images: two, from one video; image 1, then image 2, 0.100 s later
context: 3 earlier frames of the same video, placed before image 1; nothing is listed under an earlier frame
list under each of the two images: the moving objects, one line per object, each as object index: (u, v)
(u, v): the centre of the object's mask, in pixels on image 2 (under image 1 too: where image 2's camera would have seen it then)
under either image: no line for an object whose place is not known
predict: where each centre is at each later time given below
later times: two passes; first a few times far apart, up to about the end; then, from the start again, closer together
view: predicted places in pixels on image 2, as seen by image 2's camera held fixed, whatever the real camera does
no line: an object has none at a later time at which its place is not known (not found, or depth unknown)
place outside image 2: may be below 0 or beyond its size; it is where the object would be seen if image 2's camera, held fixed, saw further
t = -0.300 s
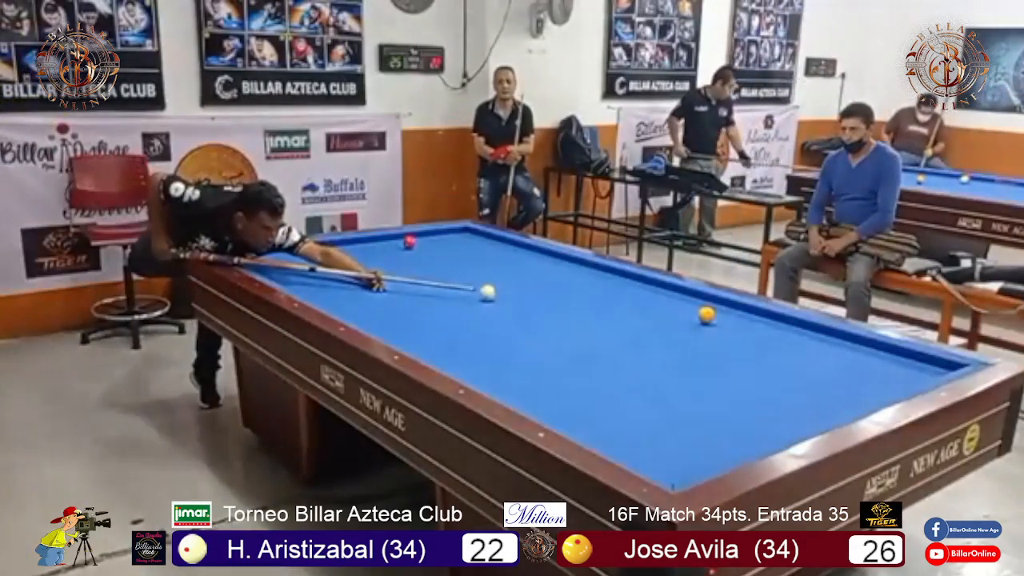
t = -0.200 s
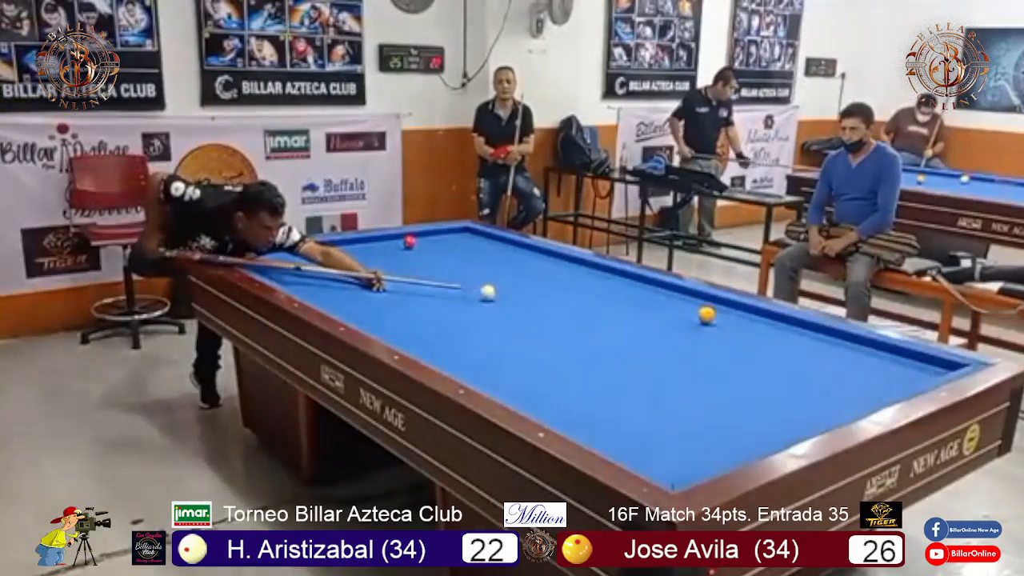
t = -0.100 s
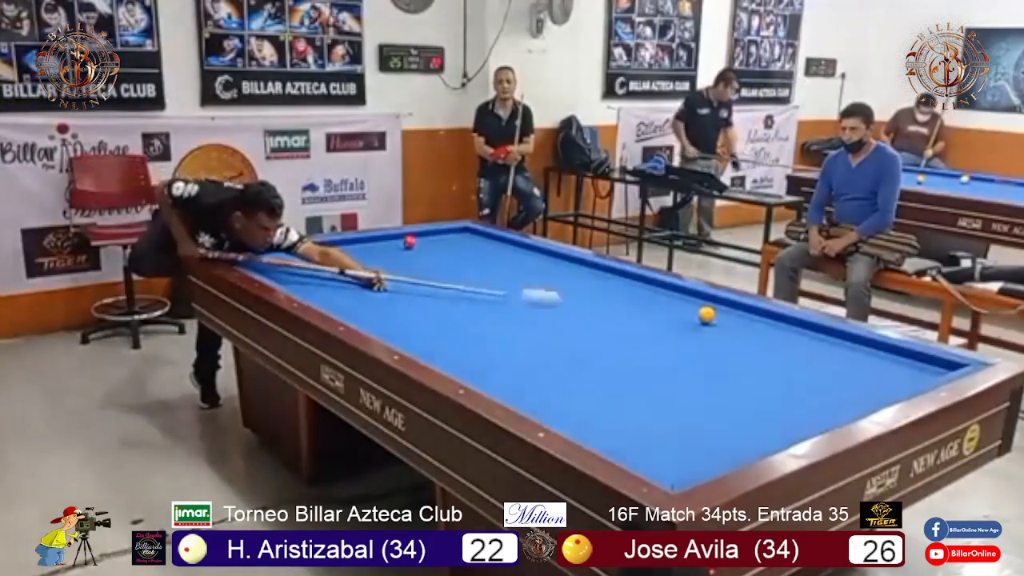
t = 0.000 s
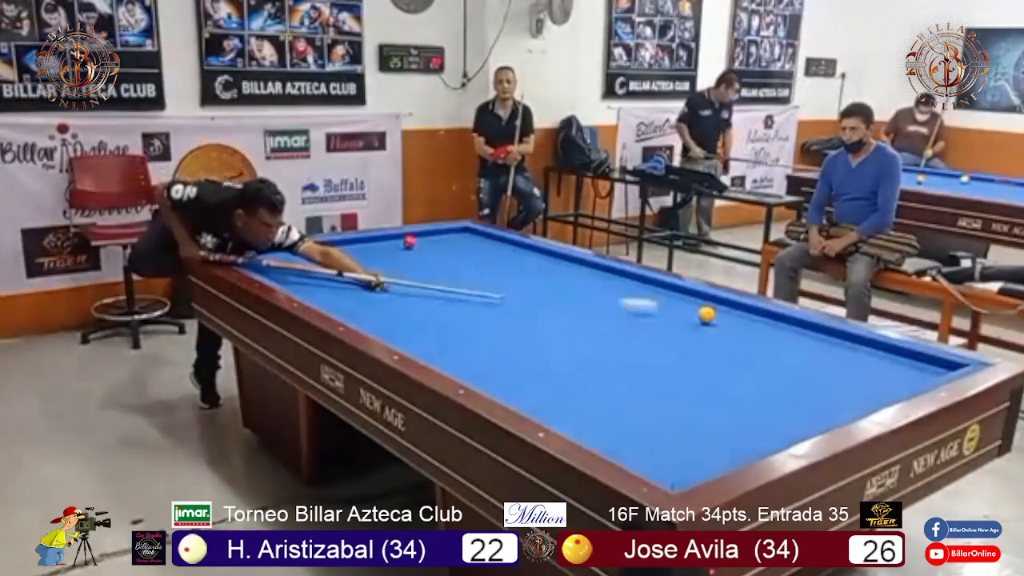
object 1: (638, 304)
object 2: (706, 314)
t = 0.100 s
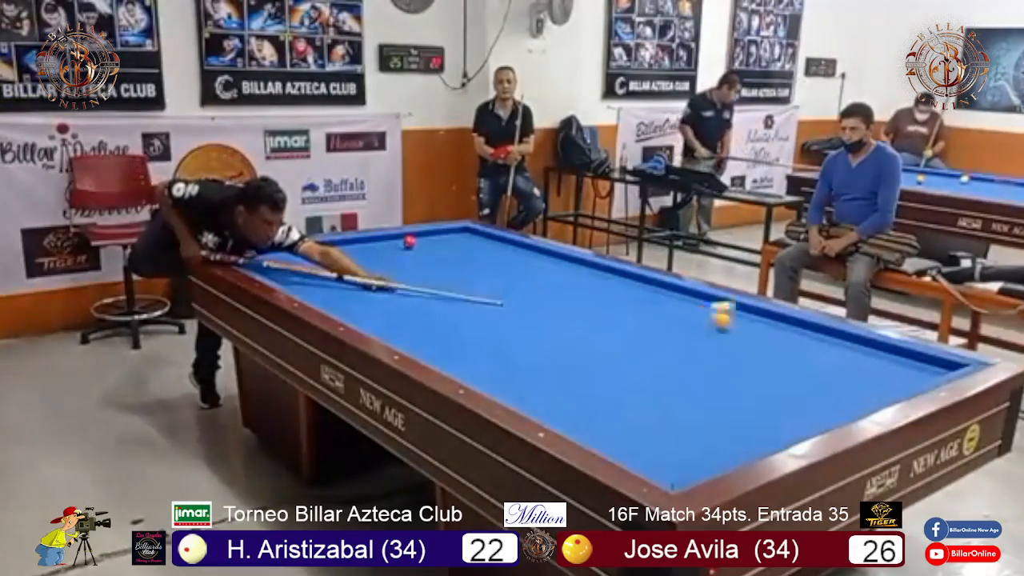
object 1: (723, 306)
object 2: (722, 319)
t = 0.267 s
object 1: (723, 322)
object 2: (784, 346)
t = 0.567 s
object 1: (688, 367)
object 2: (888, 387)
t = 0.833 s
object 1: (662, 423)
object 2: (805, 367)
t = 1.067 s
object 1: (685, 457)
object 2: (750, 353)
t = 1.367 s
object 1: (737, 436)
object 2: (687, 335)
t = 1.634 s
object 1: (753, 416)
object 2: (636, 322)
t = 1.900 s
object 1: (767, 398)
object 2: (592, 310)
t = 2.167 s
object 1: (780, 382)
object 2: (552, 299)
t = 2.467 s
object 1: (792, 367)
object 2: (510, 289)
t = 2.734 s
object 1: (802, 355)
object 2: (477, 280)
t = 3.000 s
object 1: (810, 344)
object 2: (446, 271)
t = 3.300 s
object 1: (819, 333)
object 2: (414, 263)
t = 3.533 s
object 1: (812, 327)
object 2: (391, 257)
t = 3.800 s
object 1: (789, 327)
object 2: (367, 250)
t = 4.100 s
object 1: (764, 326)
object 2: (341, 244)
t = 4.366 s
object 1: (742, 326)
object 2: (335, 243)
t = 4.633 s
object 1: (721, 325)
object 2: (341, 247)
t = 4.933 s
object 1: (700, 325)
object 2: (349, 251)
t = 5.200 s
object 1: (682, 325)
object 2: (356, 256)
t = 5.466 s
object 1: (664, 324)
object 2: (362, 260)
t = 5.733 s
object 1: (647, 323)
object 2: (369, 264)
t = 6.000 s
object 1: (632, 323)
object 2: (375, 268)
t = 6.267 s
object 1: (617, 322)
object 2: (382, 272)
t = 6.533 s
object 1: (604, 321)
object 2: (388, 276)
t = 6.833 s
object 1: (590, 321)
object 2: (395, 280)
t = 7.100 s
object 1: (578, 321)
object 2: (401, 284)
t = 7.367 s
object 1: (569, 321)
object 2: (407, 288)
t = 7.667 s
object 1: (558, 320)
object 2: (414, 292)
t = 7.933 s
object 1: (549, 319)
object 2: (419, 295)
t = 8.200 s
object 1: (541, 319)
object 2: (425, 299)
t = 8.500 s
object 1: (535, 319)
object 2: (430, 302)
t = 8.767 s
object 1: (529, 319)
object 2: (435, 306)
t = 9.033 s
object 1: (525, 318)
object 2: (440, 309)
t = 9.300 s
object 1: (521, 318)
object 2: (445, 312)
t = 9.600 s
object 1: (518, 318)
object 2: (449, 315)
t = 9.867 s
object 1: (516, 318)
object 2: (453, 317)
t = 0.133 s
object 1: (743, 306)
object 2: (734, 325)
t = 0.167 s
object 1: (744, 309)
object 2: (746, 330)
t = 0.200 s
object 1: (736, 313)
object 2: (759, 335)
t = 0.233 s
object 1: (729, 318)
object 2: (772, 341)
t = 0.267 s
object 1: (723, 322)
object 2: (784, 346)
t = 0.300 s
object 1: (717, 326)
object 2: (796, 351)
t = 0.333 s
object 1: (712, 331)
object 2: (808, 355)
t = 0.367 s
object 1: (707, 336)
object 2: (819, 360)
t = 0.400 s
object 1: (702, 341)
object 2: (830, 365)
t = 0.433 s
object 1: (698, 346)
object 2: (843, 369)
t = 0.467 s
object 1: (696, 350)
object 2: (856, 375)
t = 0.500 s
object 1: (692, 356)
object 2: (869, 380)
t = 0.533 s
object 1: (690, 361)
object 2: (881, 385)
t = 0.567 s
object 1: (688, 367)
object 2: (888, 387)
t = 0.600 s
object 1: (685, 373)
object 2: (877, 385)
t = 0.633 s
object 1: (682, 379)
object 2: (864, 382)
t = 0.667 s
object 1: (679, 386)
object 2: (852, 379)
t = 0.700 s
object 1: (676, 393)
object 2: (841, 376)
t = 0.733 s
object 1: (672, 400)
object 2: (832, 373)
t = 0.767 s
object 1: (669, 408)
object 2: (822, 371)
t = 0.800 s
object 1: (665, 415)
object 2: (813, 369)
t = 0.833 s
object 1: (662, 423)
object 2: (805, 367)
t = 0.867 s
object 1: (658, 431)
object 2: (797, 364)
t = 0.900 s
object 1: (654, 439)
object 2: (789, 362)
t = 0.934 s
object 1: (650, 449)
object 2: (781, 360)
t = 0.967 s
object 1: (647, 455)
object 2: (773, 358)
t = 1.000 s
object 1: (655, 459)
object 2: (765, 356)
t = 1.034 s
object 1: (670, 459)
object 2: (758, 354)
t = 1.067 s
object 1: (685, 457)
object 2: (750, 353)
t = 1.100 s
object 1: (698, 455)
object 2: (743, 350)
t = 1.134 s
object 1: (712, 453)
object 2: (735, 348)
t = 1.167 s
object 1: (723, 451)
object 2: (728, 347)
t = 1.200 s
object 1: (725, 448)
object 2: (721, 344)
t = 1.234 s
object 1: (727, 446)
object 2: (714, 342)
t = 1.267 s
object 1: (730, 444)
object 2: (708, 341)
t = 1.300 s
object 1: (732, 442)
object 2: (700, 339)
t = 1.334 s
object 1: (734, 440)
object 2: (694, 337)
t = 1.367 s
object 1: (737, 436)
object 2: (687, 335)
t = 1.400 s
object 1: (739, 435)
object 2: (680, 333)
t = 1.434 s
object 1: (741, 431)
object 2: (674, 332)
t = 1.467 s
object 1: (743, 428)
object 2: (668, 330)
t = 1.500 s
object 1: (745, 426)
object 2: (661, 328)
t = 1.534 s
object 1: (747, 423)
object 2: (654, 326)
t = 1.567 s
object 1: (749, 421)
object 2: (649, 325)
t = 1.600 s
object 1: (751, 419)
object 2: (642, 323)
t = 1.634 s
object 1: (753, 416)
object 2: (636, 322)
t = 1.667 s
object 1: (755, 413)
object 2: (631, 320)
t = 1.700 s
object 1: (757, 411)
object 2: (625, 319)
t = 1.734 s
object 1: (759, 409)
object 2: (619, 317)
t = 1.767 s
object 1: (760, 407)
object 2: (614, 316)
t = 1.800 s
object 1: (762, 405)
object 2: (608, 314)
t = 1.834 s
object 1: (764, 402)
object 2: (603, 313)
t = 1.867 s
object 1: (766, 401)
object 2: (597, 312)
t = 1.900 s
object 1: (767, 398)
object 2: (592, 310)
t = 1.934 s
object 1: (769, 396)
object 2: (586, 309)
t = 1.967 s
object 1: (771, 394)
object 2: (582, 307)
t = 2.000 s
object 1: (772, 392)
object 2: (577, 306)
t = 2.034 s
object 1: (774, 390)
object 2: (571, 305)
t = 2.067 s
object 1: (776, 388)
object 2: (566, 303)
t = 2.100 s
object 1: (777, 386)
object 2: (561, 302)
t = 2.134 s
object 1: (779, 384)
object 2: (557, 301)
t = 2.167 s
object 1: (780, 382)
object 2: (552, 299)
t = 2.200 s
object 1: (782, 381)
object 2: (547, 298)
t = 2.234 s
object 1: (783, 379)
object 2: (542, 297)
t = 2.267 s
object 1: (784, 377)
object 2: (537, 296)
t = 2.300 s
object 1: (786, 375)
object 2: (532, 294)
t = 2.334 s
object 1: (787, 374)
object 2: (528, 293)
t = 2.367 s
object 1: (789, 372)
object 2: (523, 292)
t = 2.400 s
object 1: (790, 370)
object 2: (518, 291)
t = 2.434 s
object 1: (791, 369)
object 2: (514, 290)
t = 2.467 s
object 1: (792, 367)
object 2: (510, 289)
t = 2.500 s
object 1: (794, 365)
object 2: (506, 287)
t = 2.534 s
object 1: (795, 364)
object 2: (501, 286)
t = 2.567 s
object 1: (796, 362)
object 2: (497, 285)
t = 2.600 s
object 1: (797, 361)
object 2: (493, 284)
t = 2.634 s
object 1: (798, 359)
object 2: (489, 283)
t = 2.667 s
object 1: (800, 358)
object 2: (485, 282)
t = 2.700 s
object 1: (801, 357)
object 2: (481, 281)
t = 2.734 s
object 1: (802, 355)
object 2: (477, 280)
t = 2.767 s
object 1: (803, 353)
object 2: (473, 278)
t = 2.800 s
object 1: (804, 352)
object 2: (469, 277)
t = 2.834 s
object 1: (805, 350)
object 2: (465, 277)
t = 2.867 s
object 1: (807, 349)
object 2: (461, 275)
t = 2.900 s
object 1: (808, 348)
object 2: (457, 274)
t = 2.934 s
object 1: (809, 346)
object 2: (454, 274)
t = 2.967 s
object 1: (810, 345)
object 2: (450, 273)
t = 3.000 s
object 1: (810, 344)
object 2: (446, 271)
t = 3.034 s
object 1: (812, 342)
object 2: (442, 271)
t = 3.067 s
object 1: (812, 341)
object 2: (438, 270)
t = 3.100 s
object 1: (813, 340)
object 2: (435, 269)
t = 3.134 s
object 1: (815, 338)
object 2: (432, 268)
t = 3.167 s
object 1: (815, 337)
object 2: (428, 267)
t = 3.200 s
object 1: (816, 336)
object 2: (425, 266)
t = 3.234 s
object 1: (817, 335)
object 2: (421, 265)
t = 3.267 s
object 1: (818, 334)
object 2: (418, 264)
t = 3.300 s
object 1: (819, 333)
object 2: (414, 263)
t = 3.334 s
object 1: (820, 332)
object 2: (411, 262)
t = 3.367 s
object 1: (821, 330)
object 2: (408, 261)
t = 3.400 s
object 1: (822, 329)
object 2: (404, 260)
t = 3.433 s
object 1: (822, 328)
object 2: (401, 259)
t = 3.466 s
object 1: (818, 328)
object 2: (398, 258)
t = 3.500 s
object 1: (815, 328)
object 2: (394, 258)
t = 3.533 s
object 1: (812, 327)
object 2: (391, 257)
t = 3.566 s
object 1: (809, 328)
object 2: (388, 256)
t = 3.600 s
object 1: (806, 327)
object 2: (385, 255)
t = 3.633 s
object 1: (803, 327)
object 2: (382, 254)
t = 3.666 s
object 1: (800, 327)
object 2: (379, 253)
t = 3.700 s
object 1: (798, 327)
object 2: (376, 253)
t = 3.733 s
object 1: (795, 327)
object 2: (373, 252)
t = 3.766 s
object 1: (792, 327)
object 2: (370, 251)
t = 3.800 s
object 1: (789, 327)
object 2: (367, 250)
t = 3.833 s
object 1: (786, 327)
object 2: (364, 250)
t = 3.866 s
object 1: (783, 327)
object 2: (361, 249)
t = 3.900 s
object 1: (781, 327)
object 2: (358, 248)
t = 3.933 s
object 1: (778, 327)
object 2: (355, 248)
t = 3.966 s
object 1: (775, 327)
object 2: (352, 247)
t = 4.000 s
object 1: (772, 327)
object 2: (350, 246)
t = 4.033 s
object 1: (769, 327)
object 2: (347, 245)
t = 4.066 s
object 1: (767, 327)
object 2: (344, 244)
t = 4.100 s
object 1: (764, 326)
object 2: (341, 244)
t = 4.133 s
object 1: (761, 326)
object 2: (339, 243)
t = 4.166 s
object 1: (758, 326)
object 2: (336, 242)
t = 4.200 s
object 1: (755, 326)
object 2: (333, 242)
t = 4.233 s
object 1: (753, 326)
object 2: (333, 242)
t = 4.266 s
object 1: (750, 325)
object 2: (333, 242)
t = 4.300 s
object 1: (747, 326)
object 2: (334, 242)
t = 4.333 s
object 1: (745, 326)
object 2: (335, 243)
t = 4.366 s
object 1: (742, 326)
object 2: (335, 243)
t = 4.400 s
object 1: (740, 326)
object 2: (336, 244)
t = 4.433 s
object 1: (737, 326)
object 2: (337, 244)
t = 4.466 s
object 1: (735, 326)
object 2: (338, 244)
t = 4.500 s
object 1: (732, 326)
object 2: (339, 245)
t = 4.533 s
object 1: (729, 326)
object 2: (339, 246)
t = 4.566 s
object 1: (727, 325)
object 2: (340, 246)
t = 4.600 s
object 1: (724, 325)
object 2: (341, 247)
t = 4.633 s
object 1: (721, 325)
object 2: (341, 247)
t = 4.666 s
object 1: (719, 326)
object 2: (342, 248)
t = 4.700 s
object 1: (717, 325)
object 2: (343, 248)
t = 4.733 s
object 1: (714, 325)
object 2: (344, 248)
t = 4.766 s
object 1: (712, 325)
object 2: (345, 249)
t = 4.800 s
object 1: (709, 325)
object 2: (346, 250)
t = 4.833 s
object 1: (707, 325)
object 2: (347, 250)
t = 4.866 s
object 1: (705, 325)
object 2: (347, 251)
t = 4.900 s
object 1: (702, 325)
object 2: (348, 251)
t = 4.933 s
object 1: (700, 325)
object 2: (349, 251)
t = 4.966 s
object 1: (698, 325)
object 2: (350, 252)
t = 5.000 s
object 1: (696, 325)
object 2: (351, 253)
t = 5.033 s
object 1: (693, 325)
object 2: (352, 253)
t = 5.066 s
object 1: (691, 325)
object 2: (352, 254)
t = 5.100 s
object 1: (689, 325)
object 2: (353, 254)
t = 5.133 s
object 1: (686, 325)
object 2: (354, 255)
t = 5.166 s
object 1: (684, 325)
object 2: (355, 255)
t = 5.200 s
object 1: (682, 325)
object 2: (356, 256)
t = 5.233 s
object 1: (680, 325)
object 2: (356, 256)
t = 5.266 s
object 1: (677, 324)
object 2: (357, 257)
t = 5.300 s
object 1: (675, 324)
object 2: (358, 258)
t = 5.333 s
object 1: (673, 324)
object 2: (359, 258)
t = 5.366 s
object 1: (671, 324)
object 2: (360, 258)
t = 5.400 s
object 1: (668, 324)
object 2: (360, 259)
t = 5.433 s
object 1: (666, 324)
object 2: (361, 259)
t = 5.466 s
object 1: (664, 324)
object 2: (362, 260)
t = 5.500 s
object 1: (662, 324)
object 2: (363, 260)
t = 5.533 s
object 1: (660, 324)
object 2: (364, 261)
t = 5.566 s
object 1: (658, 323)
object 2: (365, 261)
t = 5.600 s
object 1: (656, 323)
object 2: (366, 262)
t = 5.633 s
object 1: (654, 323)
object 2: (366, 262)
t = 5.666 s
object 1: (652, 323)
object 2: (367, 263)
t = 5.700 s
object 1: (649, 323)
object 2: (368, 264)
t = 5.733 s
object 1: (647, 323)
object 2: (369, 264)
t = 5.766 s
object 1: (646, 323)
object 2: (369, 264)
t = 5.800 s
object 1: (644, 323)
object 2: (370, 265)
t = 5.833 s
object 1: (642, 323)
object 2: (371, 266)
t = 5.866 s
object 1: (639, 323)
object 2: (372, 266)
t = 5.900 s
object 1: (637, 323)
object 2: (373, 266)
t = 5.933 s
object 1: (636, 323)
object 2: (373, 267)
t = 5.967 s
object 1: (634, 323)
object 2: (374, 268)
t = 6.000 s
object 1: (632, 323)
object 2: (375, 268)
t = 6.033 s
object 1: (630, 323)
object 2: (376, 268)
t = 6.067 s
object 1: (628, 323)
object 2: (377, 269)
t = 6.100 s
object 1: (626, 323)
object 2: (378, 269)
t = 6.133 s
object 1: (624, 322)
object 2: (378, 270)
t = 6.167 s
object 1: (623, 322)
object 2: (379, 270)
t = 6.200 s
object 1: (621, 322)
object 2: (380, 271)
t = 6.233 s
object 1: (619, 322)
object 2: (381, 272)
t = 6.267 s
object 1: (617, 322)
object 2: (382, 272)
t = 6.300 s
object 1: (616, 322)
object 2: (382, 273)
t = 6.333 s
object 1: (614, 322)
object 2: (383, 273)
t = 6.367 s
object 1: (612, 322)
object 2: (384, 274)
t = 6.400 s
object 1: (611, 322)
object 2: (385, 274)
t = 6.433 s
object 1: (609, 322)
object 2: (386, 274)
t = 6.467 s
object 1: (607, 322)
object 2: (386, 275)
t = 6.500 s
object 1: (606, 322)
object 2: (387, 275)
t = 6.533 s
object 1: (604, 321)
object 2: (388, 276)
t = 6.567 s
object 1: (602, 321)
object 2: (389, 276)
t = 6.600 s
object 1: (600, 322)
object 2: (389, 276)
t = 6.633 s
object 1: (599, 321)
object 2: (391, 277)
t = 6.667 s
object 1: (597, 322)
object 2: (391, 278)
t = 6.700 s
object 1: (596, 321)
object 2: (392, 278)
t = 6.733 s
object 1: (594, 321)
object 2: (393, 279)
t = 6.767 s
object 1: (593, 321)
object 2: (394, 279)
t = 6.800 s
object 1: (591, 321)
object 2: (394, 280)
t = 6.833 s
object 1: (590, 321)
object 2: (395, 280)
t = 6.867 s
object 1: (588, 321)
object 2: (396, 281)
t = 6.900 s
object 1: (587, 321)
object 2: (396, 281)
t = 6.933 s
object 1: (586, 321)
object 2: (397, 281)
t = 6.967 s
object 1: (584, 321)
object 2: (398, 282)
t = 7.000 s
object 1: (583, 321)
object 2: (399, 283)
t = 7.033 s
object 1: (581, 321)
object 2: (399, 283)
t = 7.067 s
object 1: (580, 321)
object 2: (400, 283)
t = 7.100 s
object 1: (578, 321)
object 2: (401, 284)
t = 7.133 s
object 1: (577, 321)
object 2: (402, 284)
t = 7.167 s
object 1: (576, 321)
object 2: (403, 285)
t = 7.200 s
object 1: (575, 321)
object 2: (403, 286)
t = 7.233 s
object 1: (573, 321)
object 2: (404, 286)
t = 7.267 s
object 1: (572, 321)
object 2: (405, 287)
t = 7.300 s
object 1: (571, 321)
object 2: (406, 287)
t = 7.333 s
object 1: (569, 321)
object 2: (406, 288)
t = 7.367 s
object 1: (569, 321)
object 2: (407, 288)
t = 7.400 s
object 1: (567, 320)
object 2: (408, 289)
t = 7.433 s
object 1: (566, 320)
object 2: (409, 289)
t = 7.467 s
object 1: (565, 320)
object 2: (409, 289)
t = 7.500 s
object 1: (563, 320)
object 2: (410, 290)
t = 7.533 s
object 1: (562, 320)
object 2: (411, 290)
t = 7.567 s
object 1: (561, 320)
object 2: (412, 291)
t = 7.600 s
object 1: (560, 320)
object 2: (412, 291)
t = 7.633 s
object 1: (559, 320)
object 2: (413, 291)
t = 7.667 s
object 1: (558, 320)
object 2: (414, 292)
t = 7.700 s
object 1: (557, 320)
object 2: (414, 292)
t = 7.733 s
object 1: (555, 320)
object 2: (415, 293)
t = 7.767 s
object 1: (554, 320)
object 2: (416, 293)
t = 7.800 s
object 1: (553, 319)
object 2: (416, 294)
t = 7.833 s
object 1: (552, 319)
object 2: (417, 294)
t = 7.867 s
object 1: (551, 319)
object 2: (418, 295)
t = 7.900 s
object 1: (550, 319)
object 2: (418, 295)
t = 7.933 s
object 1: (549, 319)
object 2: (419, 295)
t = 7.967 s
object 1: (548, 319)
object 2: (420, 296)
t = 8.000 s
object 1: (547, 319)
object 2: (421, 296)
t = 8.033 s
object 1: (546, 319)
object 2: (421, 297)
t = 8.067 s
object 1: (545, 319)
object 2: (422, 297)
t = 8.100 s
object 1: (545, 319)
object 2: (423, 298)
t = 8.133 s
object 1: (543, 319)
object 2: (423, 298)
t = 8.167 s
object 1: (542, 319)
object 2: (424, 299)
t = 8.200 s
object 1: (541, 319)
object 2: (425, 299)
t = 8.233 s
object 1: (541, 319)
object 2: (425, 299)
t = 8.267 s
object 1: (540, 319)
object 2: (426, 300)
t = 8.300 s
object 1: (539, 319)
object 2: (426, 300)
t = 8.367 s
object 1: (538, 319)
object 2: (427, 301)
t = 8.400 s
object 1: (538, 319)
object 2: (428, 301)
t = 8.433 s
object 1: (537, 319)
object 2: (429, 302)
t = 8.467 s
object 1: (536, 319)
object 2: (430, 302)
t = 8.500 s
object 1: (535, 319)
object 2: (430, 302)
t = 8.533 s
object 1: (534, 319)
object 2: (431, 303)
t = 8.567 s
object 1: (534, 319)
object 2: (431, 303)
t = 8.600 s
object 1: (533, 319)
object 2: (432, 304)
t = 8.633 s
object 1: (532, 319)
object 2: (433, 304)
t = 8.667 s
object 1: (531, 319)
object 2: (433, 305)
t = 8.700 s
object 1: (530, 319)
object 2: (434, 305)
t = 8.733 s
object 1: (530, 319)
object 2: (434, 305)
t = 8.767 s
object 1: (529, 319)
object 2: (435, 306)
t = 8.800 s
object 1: (529, 319)
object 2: (436, 306)
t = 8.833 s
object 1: (528, 319)
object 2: (436, 307)
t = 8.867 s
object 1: (527, 319)
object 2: (437, 307)
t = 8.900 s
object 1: (527, 319)
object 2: (437, 308)
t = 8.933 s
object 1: (526, 319)
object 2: (438, 308)
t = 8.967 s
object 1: (526, 319)
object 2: (438, 308)
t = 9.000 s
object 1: (525, 318)
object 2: (439, 309)
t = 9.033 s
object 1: (525, 318)
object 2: (440, 309)
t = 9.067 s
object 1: (524, 318)
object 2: (441, 309)
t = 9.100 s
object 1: (524, 318)
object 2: (441, 310)
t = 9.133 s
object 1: (523, 318)
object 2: (442, 310)
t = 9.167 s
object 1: (522, 318)
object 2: (442, 310)
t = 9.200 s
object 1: (522, 318)
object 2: (443, 311)
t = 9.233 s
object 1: (522, 318)
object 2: (444, 311)
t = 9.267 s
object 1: (521, 318)
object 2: (444, 312)
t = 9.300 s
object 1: (521, 318)
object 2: (445, 312)
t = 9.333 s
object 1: (520, 318)
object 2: (445, 312)
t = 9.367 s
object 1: (520, 318)
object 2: (446, 313)
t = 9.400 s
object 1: (520, 318)
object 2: (446, 313)
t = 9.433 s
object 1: (520, 318)
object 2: (447, 313)
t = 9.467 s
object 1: (519, 318)
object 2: (447, 313)
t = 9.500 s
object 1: (518, 318)
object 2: (448, 314)
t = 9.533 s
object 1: (518, 318)
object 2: (448, 314)
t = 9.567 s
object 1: (518, 318)
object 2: (449, 315)
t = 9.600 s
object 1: (518, 318)
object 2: (449, 315)
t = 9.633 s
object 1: (518, 318)
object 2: (450, 315)
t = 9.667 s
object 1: (517, 318)
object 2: (451, 316)
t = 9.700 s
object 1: (517, 318)
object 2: (451, 316)
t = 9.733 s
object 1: (517, 318)
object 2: (452, 316)
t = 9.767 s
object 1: (516, 318)
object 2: (452, 316)
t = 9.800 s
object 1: (516, 318)
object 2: (452, 317)
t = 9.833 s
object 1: (516, 318)
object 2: (453, 317)
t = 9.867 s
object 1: (516, 318)
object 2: (453, 317)
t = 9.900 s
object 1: (516, 318)
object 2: (454, 318)
